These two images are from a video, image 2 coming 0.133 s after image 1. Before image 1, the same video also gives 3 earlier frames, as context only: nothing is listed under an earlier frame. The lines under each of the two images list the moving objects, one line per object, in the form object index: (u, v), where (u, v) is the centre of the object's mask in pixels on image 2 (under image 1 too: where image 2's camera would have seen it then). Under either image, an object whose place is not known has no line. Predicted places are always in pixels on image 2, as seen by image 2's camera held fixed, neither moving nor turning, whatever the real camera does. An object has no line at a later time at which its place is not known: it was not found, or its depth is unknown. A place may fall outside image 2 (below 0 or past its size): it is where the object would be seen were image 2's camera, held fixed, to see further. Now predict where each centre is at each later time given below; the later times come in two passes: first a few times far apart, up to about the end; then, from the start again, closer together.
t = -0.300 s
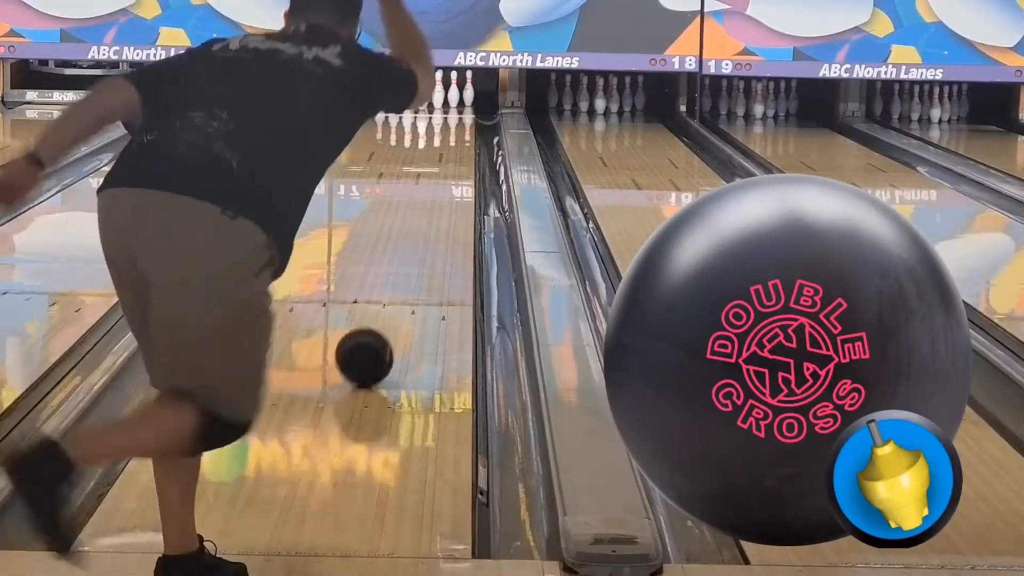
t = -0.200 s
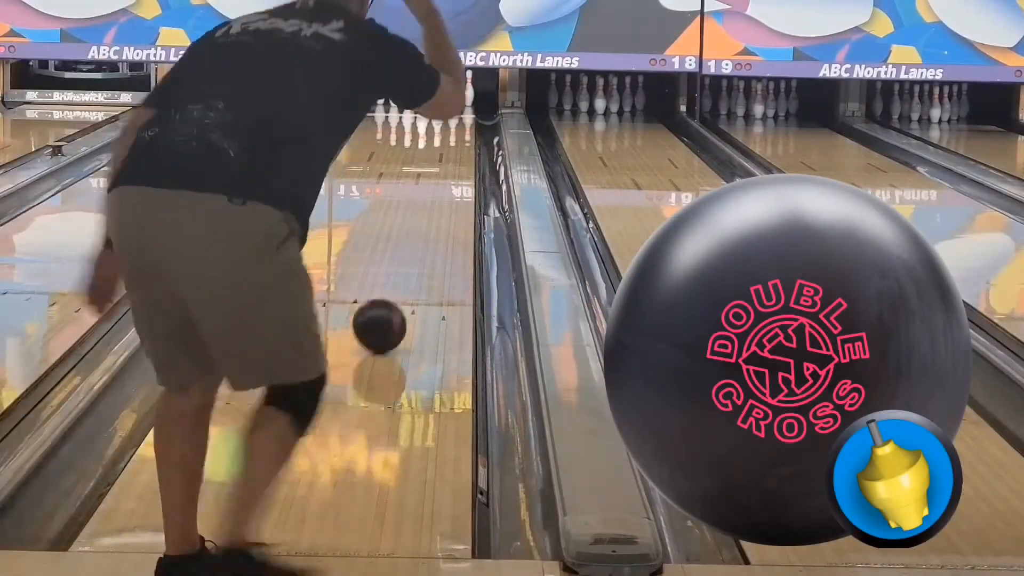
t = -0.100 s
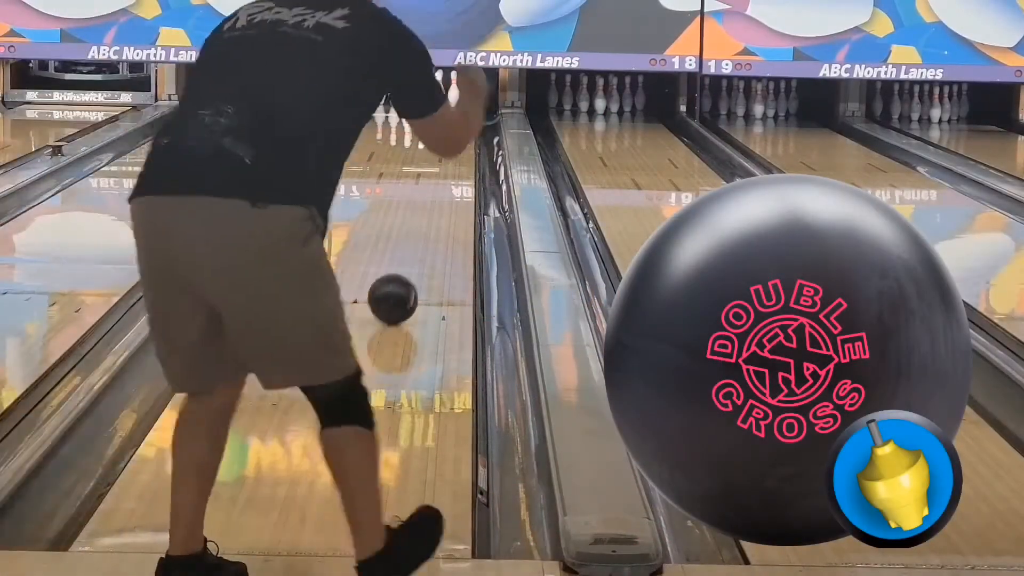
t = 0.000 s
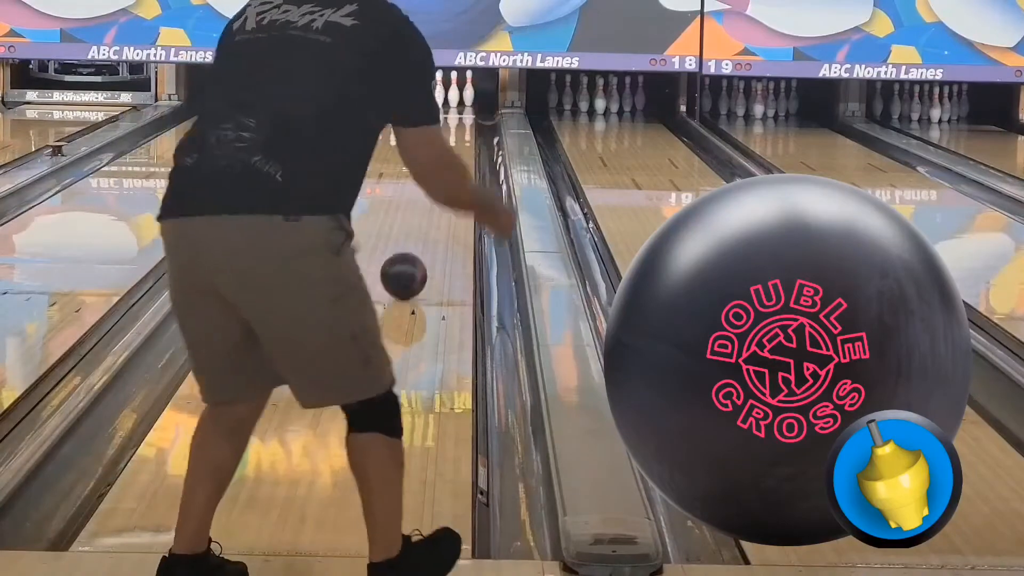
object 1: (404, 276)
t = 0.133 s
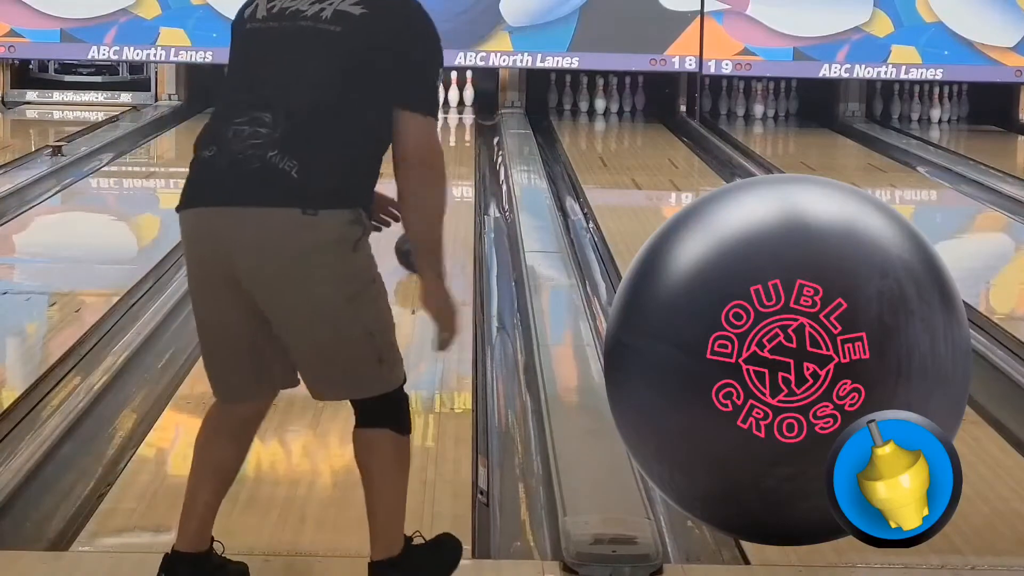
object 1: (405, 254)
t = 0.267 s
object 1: (427, 229)
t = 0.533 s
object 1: (445, 193)
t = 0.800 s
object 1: (454, 162)
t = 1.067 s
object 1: (452, 145)
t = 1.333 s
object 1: (451, 129)
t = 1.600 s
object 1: (444, 116)
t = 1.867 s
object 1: (433, 104)
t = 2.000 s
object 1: (427, 100)
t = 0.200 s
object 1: (431, 239)
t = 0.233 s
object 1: (429, 234)
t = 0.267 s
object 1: (427, 229)
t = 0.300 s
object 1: (429, 223)
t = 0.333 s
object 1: (431, 218)
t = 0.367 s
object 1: (433, 214)
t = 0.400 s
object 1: (435, 209)
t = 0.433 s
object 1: (437, 205)
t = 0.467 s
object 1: (439, 201)
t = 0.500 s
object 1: (442, 197)
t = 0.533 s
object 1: (445, 193)
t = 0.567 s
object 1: (448, 189)
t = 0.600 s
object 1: (451, 183)
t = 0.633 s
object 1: (452, 181)
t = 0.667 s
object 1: (453, 177)
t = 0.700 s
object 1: (453, 174)
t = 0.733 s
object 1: (453, 171)
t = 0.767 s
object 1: (454, 167)
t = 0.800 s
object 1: (454, 162)
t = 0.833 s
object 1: (453, 161)
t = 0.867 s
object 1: (453, 159)
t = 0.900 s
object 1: (451, 157)
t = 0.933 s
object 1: (452, 154)
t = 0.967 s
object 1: (452, 152)
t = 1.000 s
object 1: (452, 150)
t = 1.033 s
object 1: (452, 147)
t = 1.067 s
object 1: (452, 145)
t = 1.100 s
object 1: (452, 143)
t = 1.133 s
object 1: (452, 141)
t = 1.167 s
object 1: (452, 138)
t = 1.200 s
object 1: (452, 136)
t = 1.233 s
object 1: (452, 135)
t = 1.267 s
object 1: (452, 133)
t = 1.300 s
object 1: (451, 131)
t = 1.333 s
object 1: (451, 129)
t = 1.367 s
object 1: (450, 127)
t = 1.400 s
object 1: (449, 125)
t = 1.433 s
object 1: (448, 124)
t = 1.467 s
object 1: (448, 122)
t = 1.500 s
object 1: (447, 120)
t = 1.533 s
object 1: (446, 119)
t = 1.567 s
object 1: (445, 117)
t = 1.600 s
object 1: (444, 116)
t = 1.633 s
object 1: (443, 114)
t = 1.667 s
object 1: (441, 113)
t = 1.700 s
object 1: (440, 111)
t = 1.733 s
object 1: (439, 109)
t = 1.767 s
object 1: (438, 108)
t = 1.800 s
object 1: (436, 107)
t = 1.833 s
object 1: (434, 105)
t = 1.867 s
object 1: (433, 104)
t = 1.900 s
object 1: (431, 103)
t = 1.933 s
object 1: (430, 102)
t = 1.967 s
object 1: (428, 101)
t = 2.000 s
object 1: (427, 100)
